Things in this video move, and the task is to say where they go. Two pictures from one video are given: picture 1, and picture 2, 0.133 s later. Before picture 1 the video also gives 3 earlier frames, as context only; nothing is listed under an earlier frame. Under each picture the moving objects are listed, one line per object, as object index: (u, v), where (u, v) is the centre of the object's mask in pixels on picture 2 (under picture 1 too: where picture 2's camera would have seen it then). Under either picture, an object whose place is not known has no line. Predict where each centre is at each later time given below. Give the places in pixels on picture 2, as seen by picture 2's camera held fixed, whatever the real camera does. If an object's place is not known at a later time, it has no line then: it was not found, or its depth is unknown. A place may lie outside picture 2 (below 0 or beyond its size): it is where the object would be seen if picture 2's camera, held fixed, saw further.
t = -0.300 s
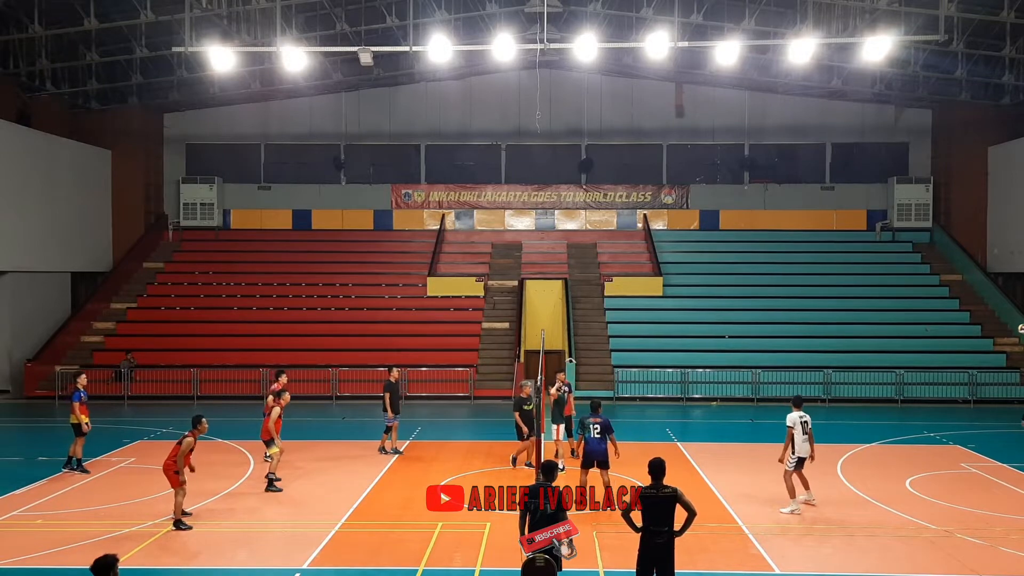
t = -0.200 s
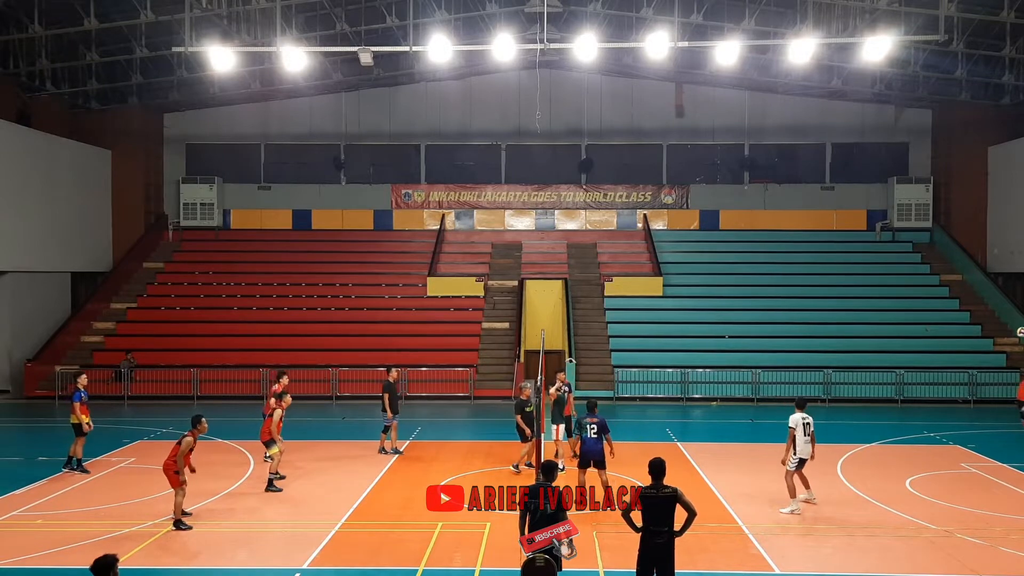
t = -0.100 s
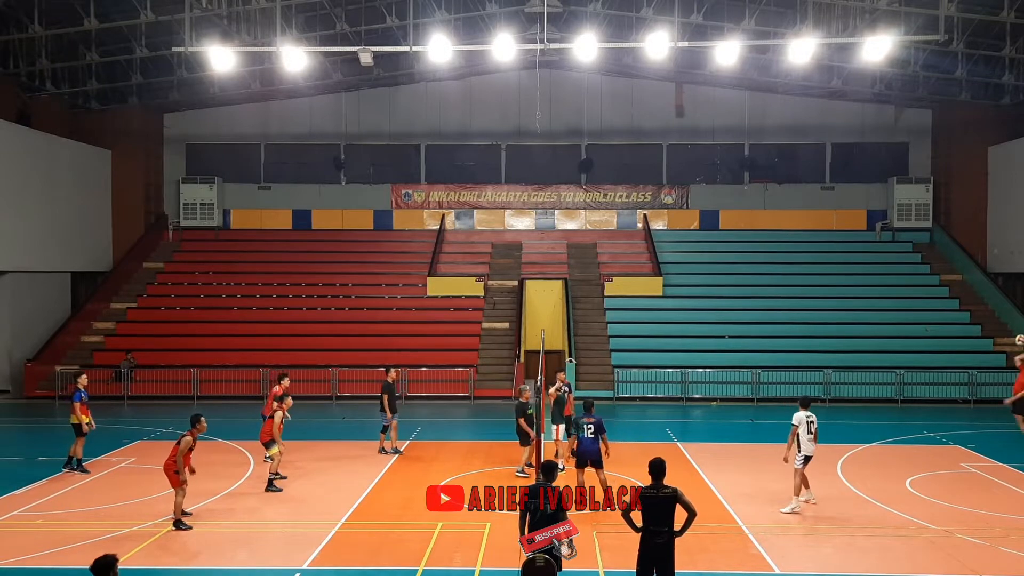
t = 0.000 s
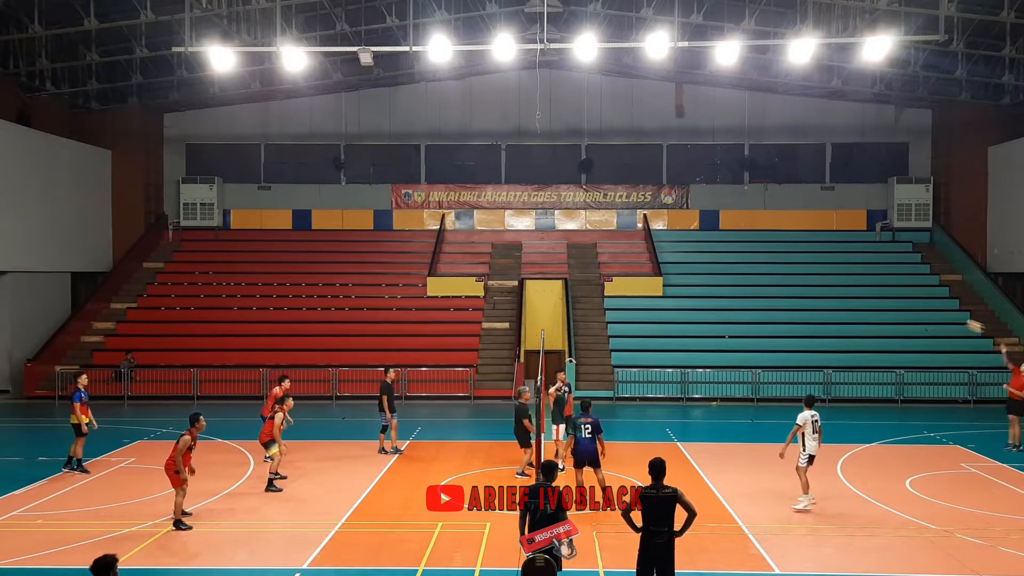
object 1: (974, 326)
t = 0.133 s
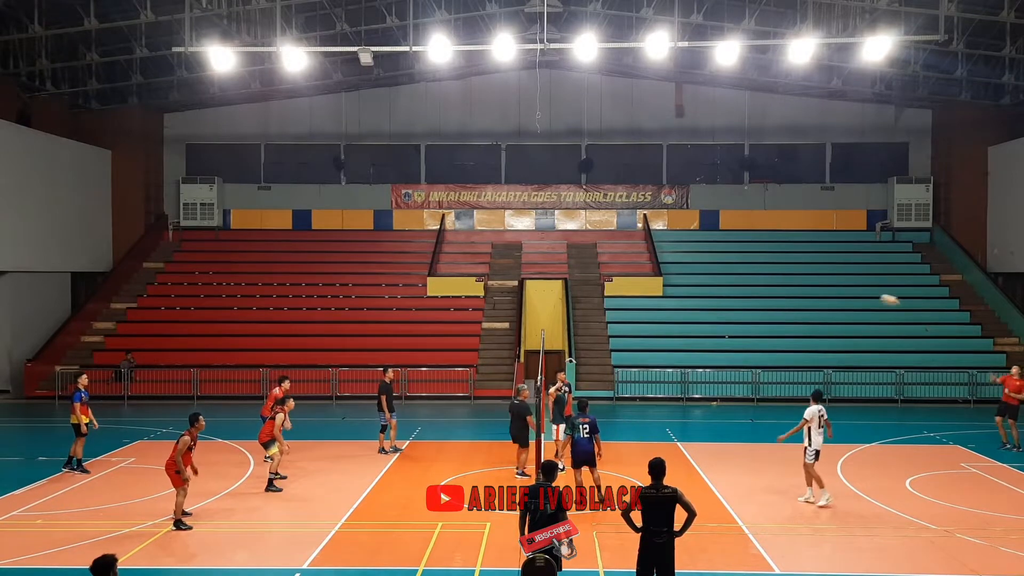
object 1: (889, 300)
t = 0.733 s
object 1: (508, 282)
